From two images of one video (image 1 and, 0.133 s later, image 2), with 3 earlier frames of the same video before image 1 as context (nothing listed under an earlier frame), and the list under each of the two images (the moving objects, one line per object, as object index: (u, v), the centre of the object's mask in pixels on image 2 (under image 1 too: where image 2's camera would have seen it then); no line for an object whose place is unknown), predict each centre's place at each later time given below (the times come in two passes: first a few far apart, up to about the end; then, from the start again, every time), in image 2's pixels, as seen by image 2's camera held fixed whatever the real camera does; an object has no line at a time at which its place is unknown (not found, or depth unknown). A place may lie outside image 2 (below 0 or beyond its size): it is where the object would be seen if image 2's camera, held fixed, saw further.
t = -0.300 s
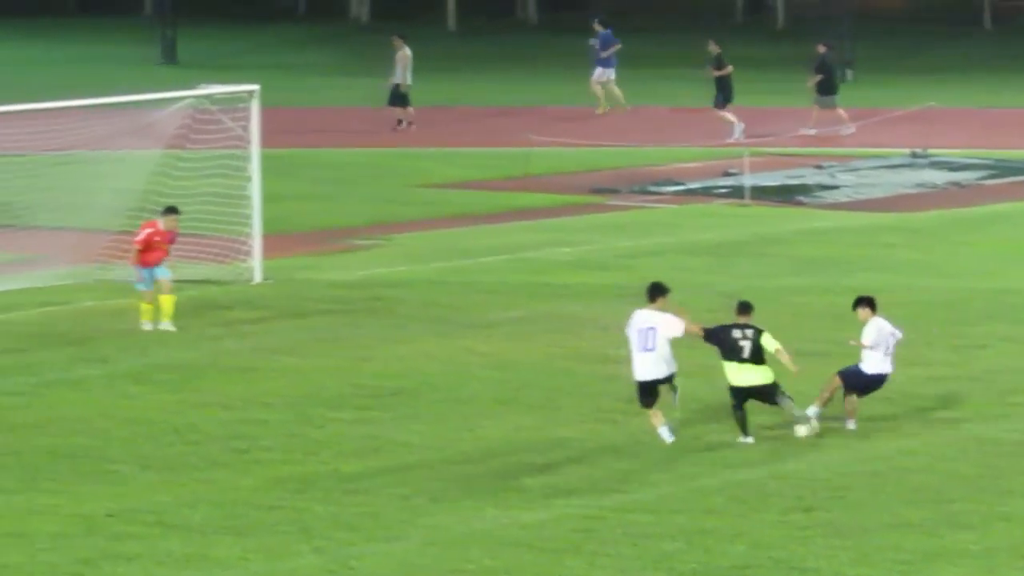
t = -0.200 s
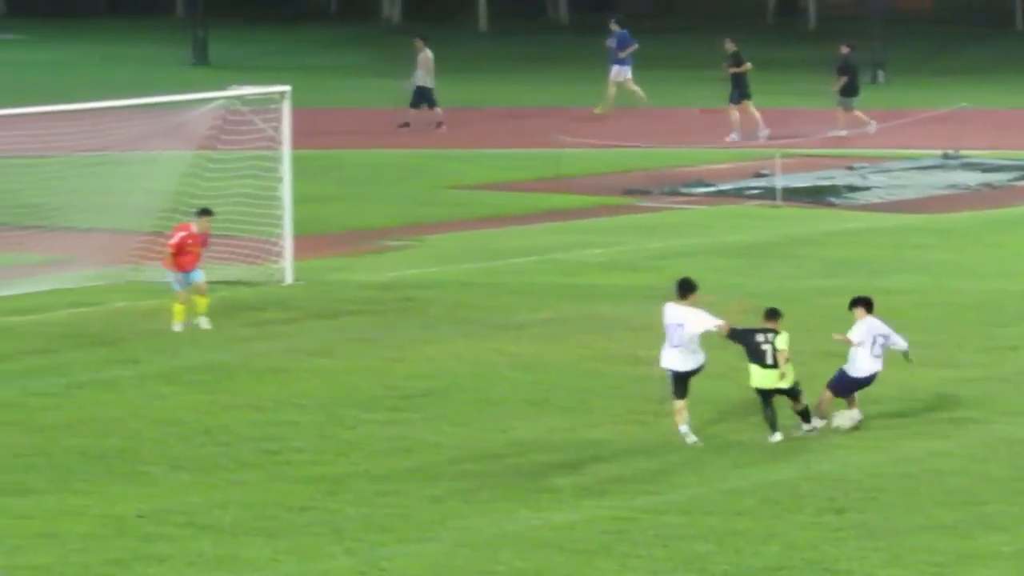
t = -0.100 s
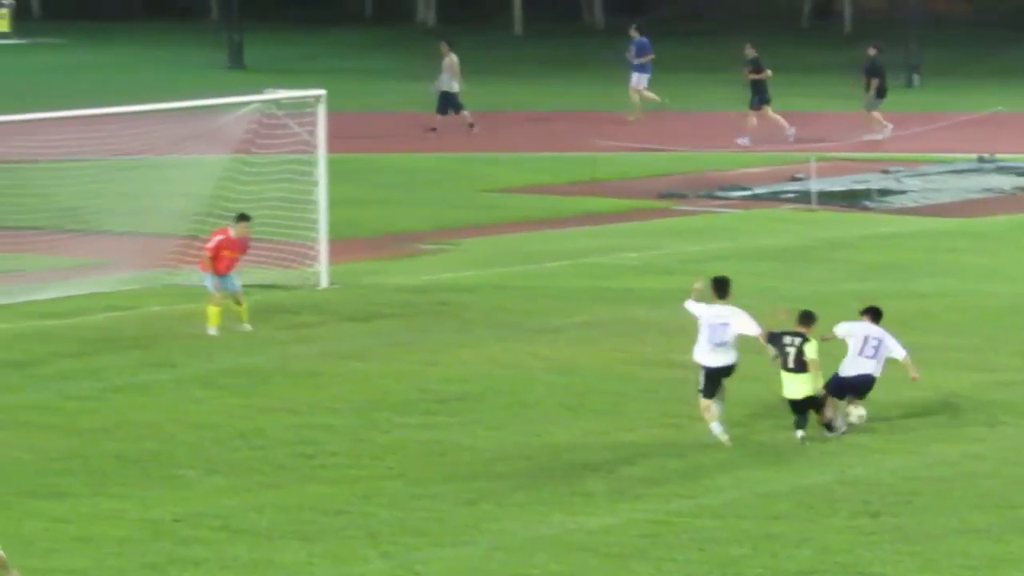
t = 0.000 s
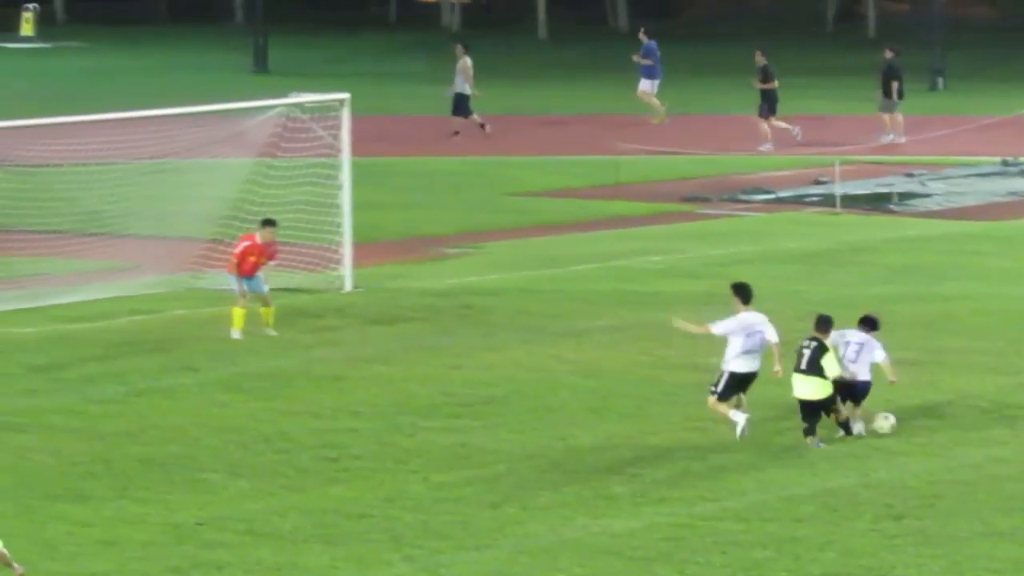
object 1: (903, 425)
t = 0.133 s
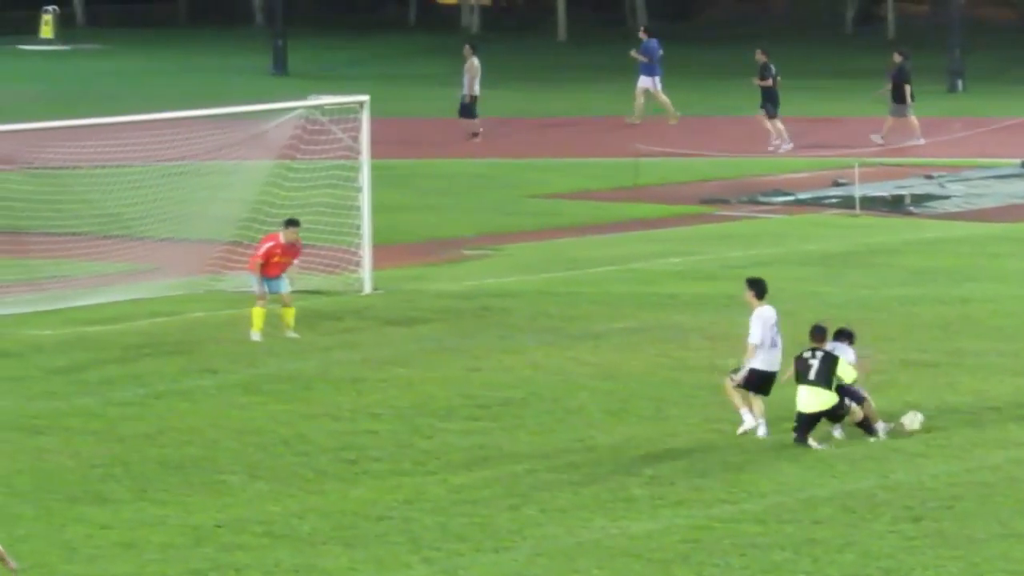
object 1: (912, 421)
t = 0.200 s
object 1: (916, 419)
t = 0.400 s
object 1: (926, 419)
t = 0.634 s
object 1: (936, 416)
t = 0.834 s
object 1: (944, 415)
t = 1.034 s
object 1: (950, 413)
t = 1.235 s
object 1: (956, 411)
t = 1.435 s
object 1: (961, 410)
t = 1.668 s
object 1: (964, 410)
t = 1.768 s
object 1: (965, 410)
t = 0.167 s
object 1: (914, 420)
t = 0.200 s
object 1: (916, 419)
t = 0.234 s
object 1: (917, 420)
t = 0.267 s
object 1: (920, 422)
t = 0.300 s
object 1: (921, 422)
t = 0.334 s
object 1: (923, 421)
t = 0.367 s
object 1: (925, 419)
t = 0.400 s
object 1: (926, 419)
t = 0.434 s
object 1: (927, 418)
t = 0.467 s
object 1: (928, 419)
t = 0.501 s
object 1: (930, 419)
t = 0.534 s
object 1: (931, 419)
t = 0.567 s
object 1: (933, 418)
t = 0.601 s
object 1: (935, 417)
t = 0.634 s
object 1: (936, 416)
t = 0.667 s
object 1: (937, 416)
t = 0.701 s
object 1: (939, 416)
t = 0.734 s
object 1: (940, 416)
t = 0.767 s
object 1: (942, 415)
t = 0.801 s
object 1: (943, 415)
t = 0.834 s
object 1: (944, 415)
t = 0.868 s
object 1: (945, 415)
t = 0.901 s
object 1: (946, 415)
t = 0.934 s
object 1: (947, 414)
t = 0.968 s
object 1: (948, 413)
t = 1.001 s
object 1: (949, 413)
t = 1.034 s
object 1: (950, 413)
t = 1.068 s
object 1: (951, 413)
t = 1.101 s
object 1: (952, 412)
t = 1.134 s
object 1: (953, 412)
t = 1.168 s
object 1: (954, 412)
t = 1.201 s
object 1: (955, 411)
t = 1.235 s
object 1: (956, 411)
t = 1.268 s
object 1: (957, 411)
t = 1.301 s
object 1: (958, 411)
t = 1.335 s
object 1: (959, 411)
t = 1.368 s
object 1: (960, 411)
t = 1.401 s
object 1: (961, 411)
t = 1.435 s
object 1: (961, 410)
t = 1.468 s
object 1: (962, 410)
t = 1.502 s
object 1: (963, 410)
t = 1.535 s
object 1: (963, 410)
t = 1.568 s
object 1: (964, 410)
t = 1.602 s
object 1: (964, 410)
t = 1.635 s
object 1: (964, 410)
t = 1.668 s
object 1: (964, 410)
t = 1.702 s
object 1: (964, 410)
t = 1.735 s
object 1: (965, 410)
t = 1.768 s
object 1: (965, 410)
